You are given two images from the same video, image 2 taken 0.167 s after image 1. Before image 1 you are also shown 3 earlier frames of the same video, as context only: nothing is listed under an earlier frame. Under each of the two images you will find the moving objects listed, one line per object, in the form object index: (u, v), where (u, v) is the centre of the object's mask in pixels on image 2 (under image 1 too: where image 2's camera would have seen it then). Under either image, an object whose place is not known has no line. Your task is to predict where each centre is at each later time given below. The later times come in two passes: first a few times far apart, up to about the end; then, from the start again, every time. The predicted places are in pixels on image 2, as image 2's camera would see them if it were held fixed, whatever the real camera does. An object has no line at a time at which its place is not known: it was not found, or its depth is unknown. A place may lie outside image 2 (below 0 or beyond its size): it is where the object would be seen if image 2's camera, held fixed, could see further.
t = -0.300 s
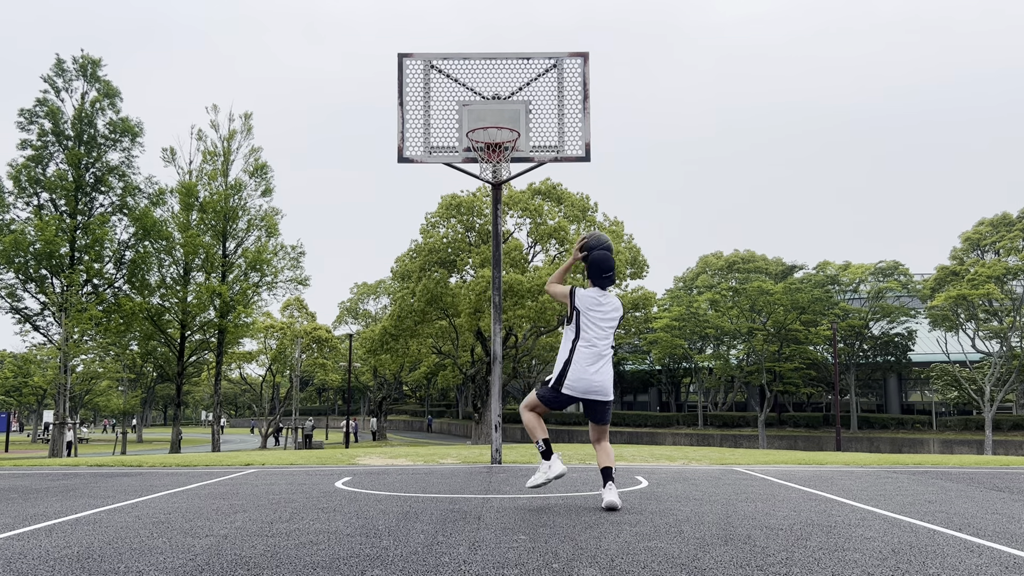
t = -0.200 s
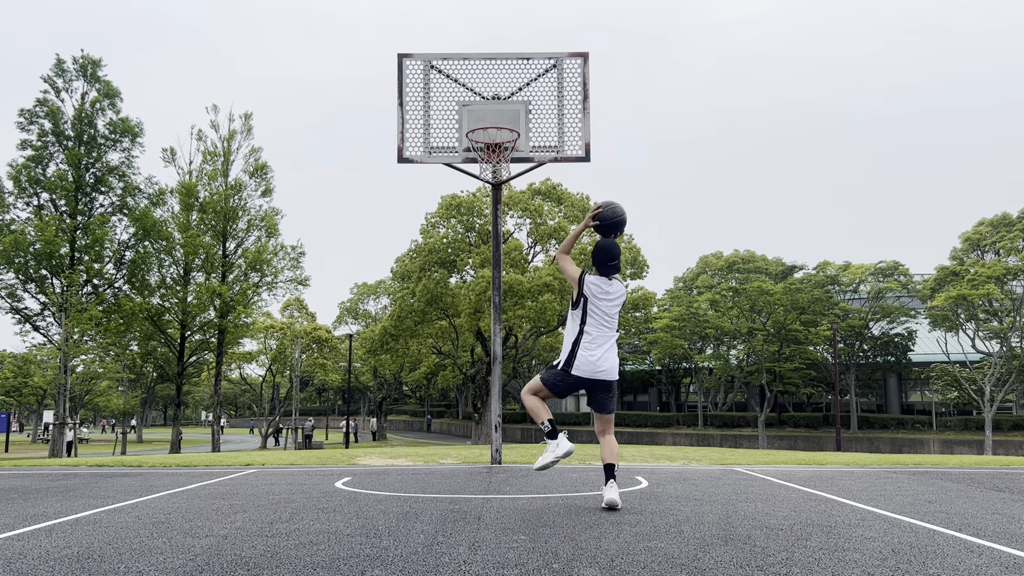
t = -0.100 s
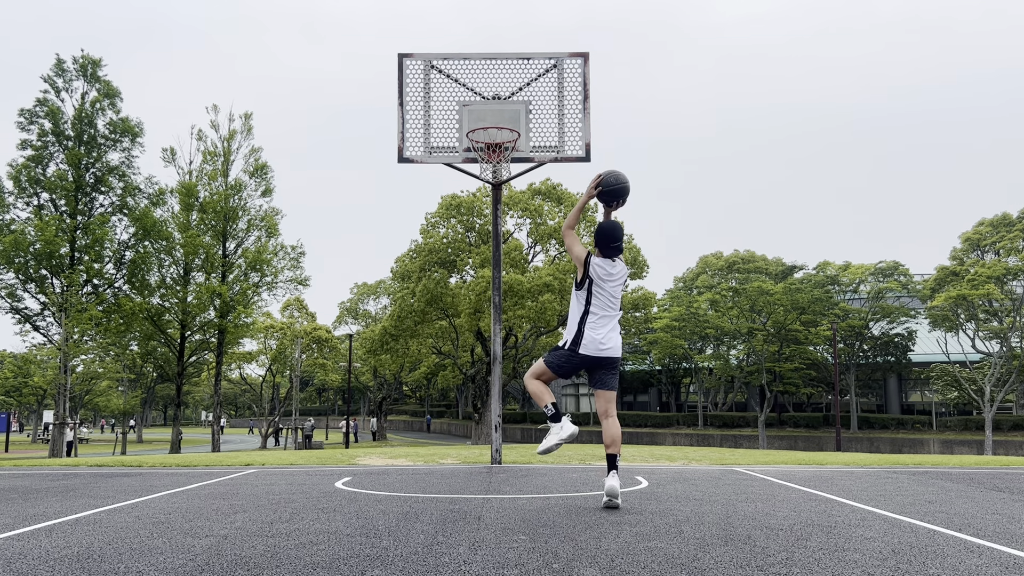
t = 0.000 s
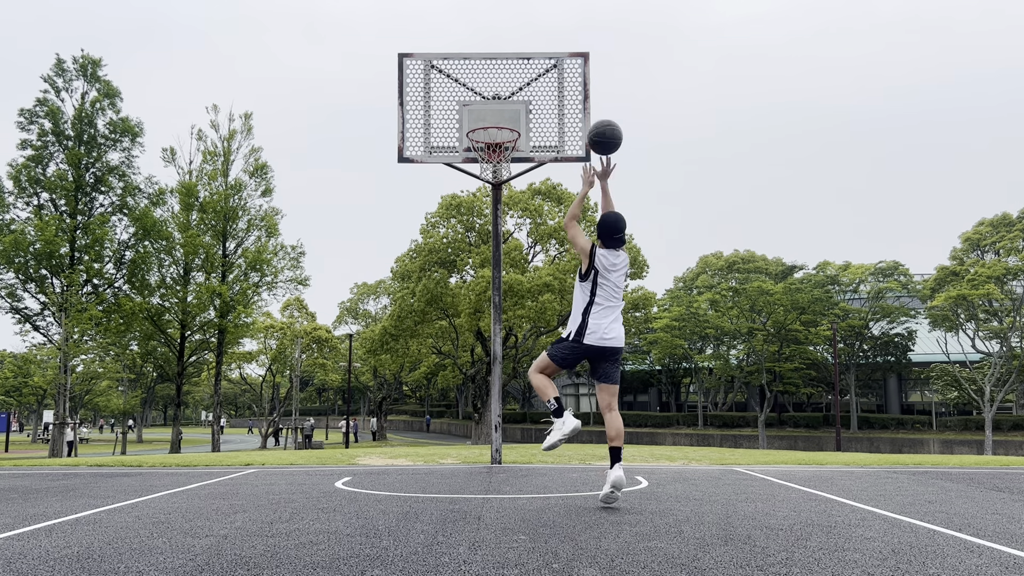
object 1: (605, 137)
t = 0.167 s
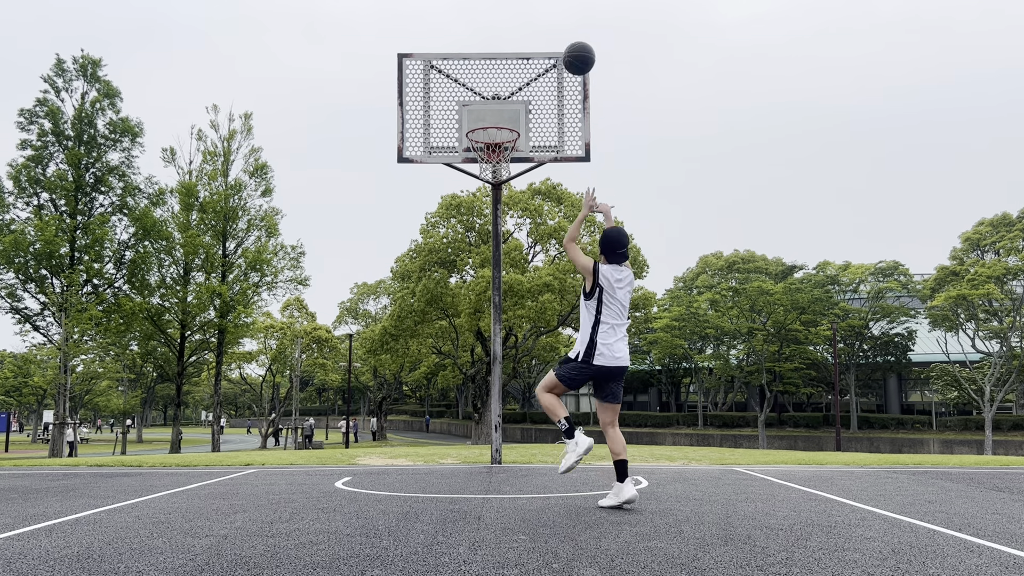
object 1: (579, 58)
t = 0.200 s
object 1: (574, 48)
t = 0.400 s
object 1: (548, 18)
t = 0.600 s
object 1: (526, 37)
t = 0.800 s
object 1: (506, 96)
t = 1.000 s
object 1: (487, 123)
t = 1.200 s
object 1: (514, 119)
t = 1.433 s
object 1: (538, 144)
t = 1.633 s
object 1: (557, 204)
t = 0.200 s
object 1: (574, 48)
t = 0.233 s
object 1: (569, 39)
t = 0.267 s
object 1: (565, 32)
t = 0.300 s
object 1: (560, 27)
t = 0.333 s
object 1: (556, 23)
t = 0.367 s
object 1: (552, 20)
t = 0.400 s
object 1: (548, 18)
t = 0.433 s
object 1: (544, 18)
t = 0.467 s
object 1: (540, 20)
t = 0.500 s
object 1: (536, 22)
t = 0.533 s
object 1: (533, 26)
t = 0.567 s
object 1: (529, 31)
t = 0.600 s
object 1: (526, 37)
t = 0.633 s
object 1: (522, 44)
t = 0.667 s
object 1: (519, 52)
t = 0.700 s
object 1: (516, 62)
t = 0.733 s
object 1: (512, 72)
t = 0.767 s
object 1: (509, 84)
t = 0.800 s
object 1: (506, 96)
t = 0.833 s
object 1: (502, 109)
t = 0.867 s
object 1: (500, 120)
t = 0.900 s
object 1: (496, 133)
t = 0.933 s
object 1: (491, 129)
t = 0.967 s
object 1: (485, 127)
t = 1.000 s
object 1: (487, 123)
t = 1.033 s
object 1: (492, 119)
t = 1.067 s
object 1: (496, 116)
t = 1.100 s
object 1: (501, 115)
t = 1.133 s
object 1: (505, 116)
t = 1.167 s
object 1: (510, 117)
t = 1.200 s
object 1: (514, 119)
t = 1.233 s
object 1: (519, 122)
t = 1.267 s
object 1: (522, 125)
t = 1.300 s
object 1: (526, 126)
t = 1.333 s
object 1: (529, 129)
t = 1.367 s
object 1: (532, 133)
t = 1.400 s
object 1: (535, 138)
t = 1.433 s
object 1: (538, 144)
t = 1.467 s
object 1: (541, 151)
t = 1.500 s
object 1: (545, 159)
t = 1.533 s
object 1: (548, 169)
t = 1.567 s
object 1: (551, 179)
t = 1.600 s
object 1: (554, 191)
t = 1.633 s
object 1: (557, 204)
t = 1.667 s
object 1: (560, 218)
